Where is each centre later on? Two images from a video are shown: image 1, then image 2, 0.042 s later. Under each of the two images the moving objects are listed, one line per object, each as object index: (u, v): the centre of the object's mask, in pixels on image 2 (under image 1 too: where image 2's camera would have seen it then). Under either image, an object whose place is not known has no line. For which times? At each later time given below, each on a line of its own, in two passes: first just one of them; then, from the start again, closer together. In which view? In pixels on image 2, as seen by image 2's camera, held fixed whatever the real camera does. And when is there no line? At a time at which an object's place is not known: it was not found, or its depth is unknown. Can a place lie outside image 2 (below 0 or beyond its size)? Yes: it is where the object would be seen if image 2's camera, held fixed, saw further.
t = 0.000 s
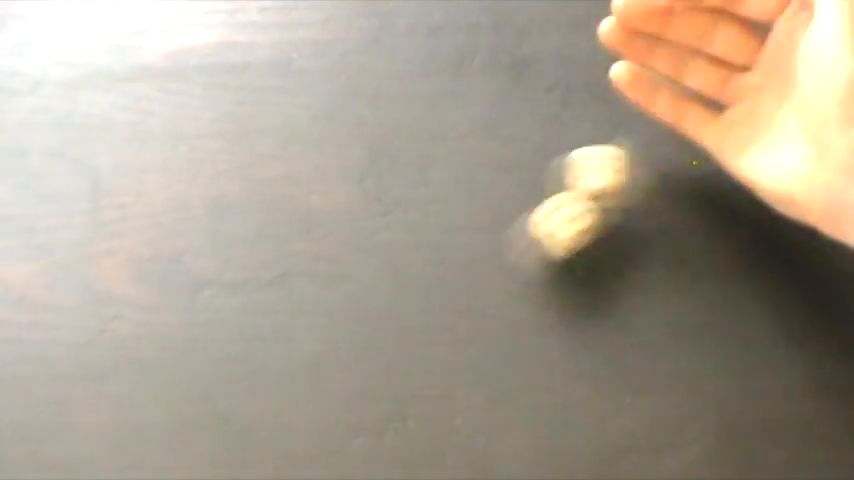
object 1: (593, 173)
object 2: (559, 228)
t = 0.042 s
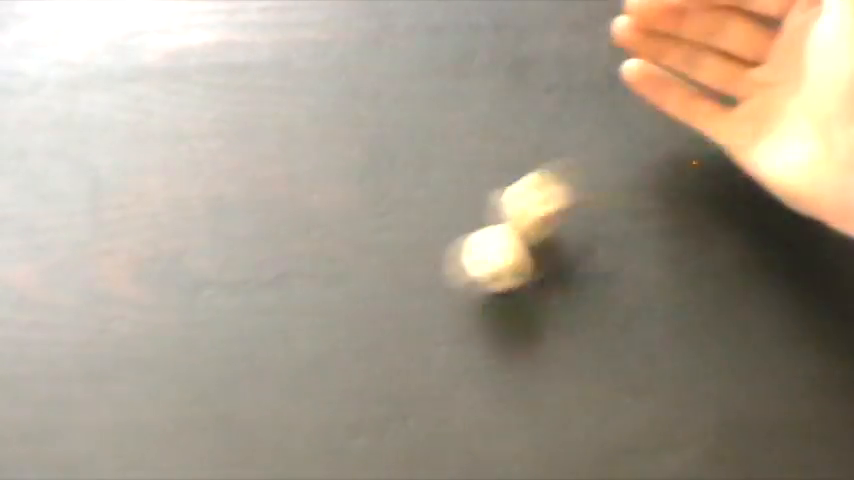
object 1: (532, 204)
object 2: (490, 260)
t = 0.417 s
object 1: (313, 153)
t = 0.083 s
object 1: (475, 221)
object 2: (431, 293)
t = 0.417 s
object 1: (313, 153)
